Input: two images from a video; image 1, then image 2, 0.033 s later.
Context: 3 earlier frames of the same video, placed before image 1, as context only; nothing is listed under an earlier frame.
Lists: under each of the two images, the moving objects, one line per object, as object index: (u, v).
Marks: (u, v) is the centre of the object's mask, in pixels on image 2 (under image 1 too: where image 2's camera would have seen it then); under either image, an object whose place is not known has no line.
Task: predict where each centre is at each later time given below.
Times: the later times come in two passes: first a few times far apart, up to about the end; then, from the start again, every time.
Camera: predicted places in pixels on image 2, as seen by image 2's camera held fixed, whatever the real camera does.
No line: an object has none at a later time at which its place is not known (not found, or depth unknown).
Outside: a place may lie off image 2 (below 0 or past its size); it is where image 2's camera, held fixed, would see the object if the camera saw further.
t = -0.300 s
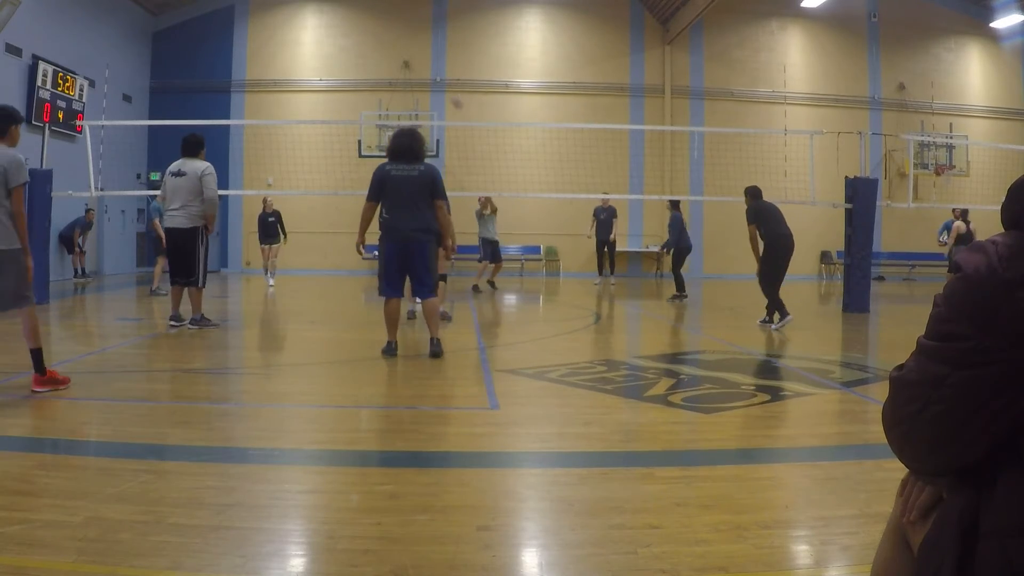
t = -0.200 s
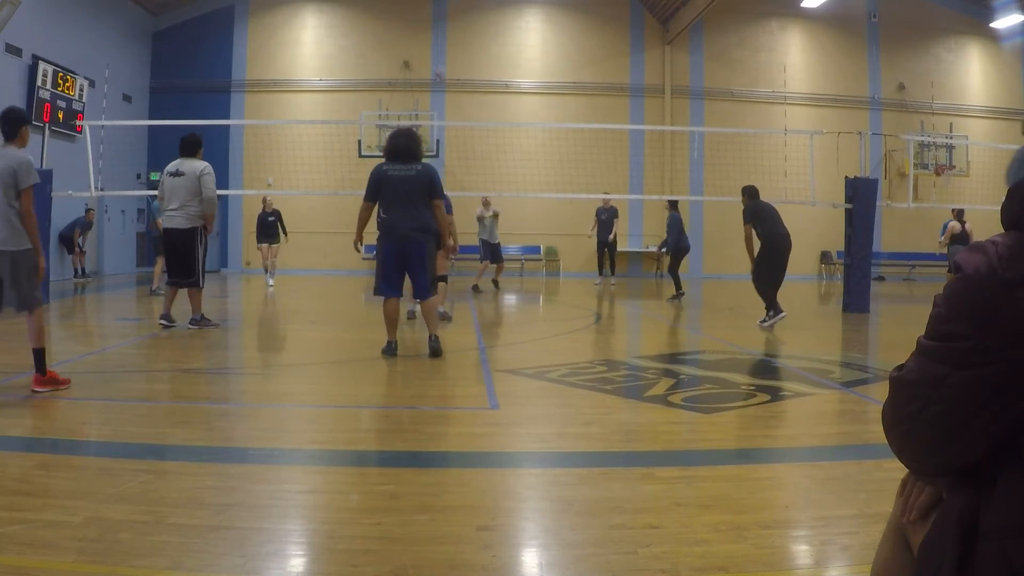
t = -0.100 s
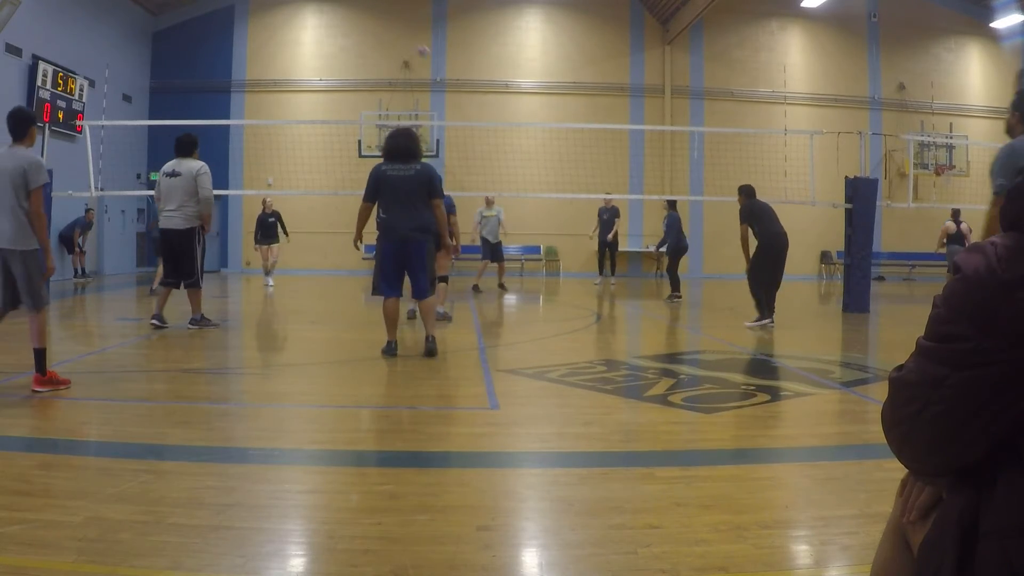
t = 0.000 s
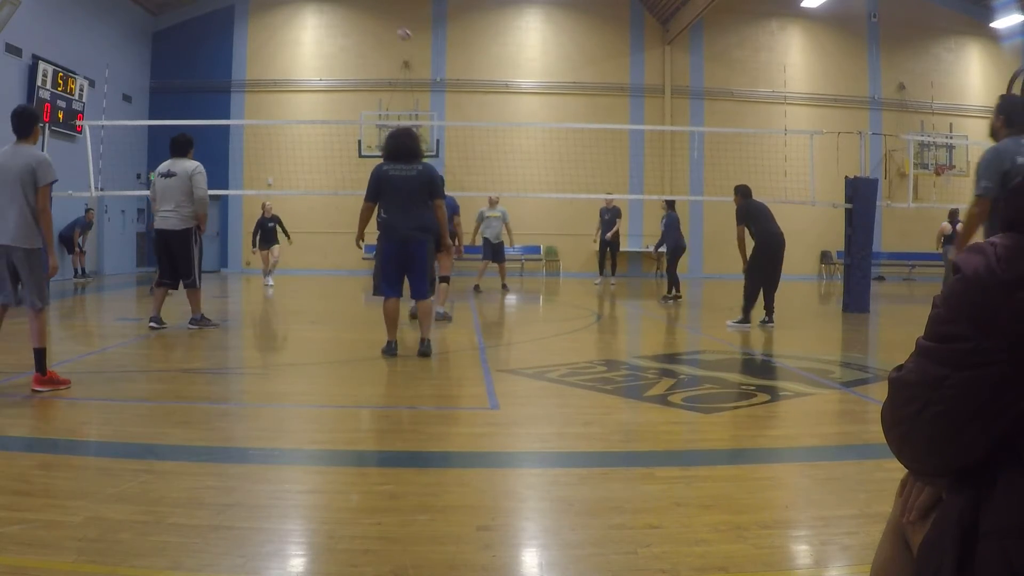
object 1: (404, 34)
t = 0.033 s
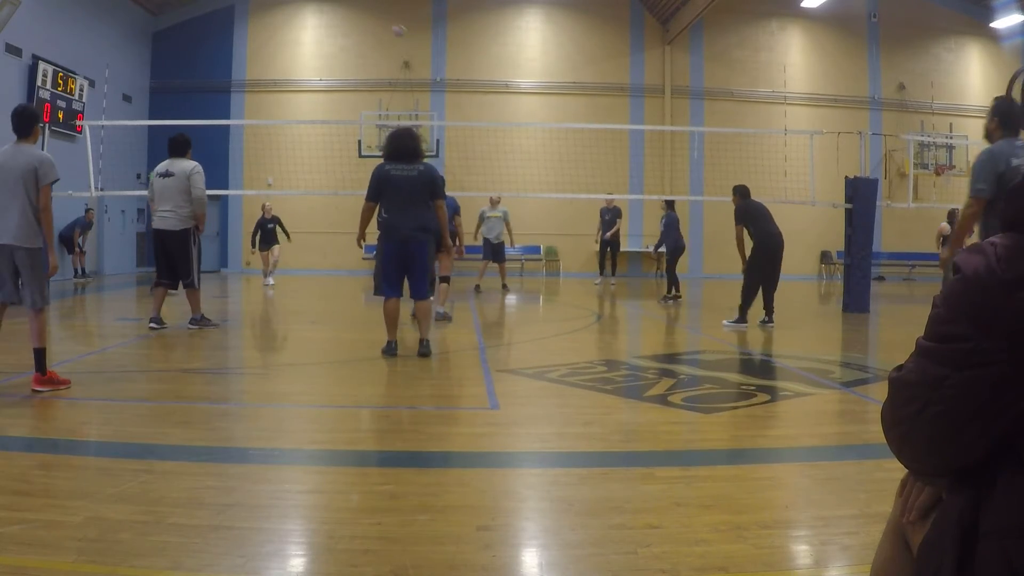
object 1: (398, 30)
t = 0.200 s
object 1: (370, 19)
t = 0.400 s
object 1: (335, 27)
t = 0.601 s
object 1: (301, 55)
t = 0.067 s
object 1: (393, 27)
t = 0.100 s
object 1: (387, 23)
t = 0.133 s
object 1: (381, 21)
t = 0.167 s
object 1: (374, 20)
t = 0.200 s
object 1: (370, 19)
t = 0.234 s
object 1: (364, 20)
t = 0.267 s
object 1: (358, 20)
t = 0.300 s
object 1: (352, 20)
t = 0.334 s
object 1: (347, 22)
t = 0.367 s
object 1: (341, 24)
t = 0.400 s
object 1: (335, 27)
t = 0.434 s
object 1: (329, 30)
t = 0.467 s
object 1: (323, 33)
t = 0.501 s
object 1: (318, 38)
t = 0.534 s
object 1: (310, 42)
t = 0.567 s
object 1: (306, 46)
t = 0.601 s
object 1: (301, 55)
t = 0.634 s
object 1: (296, 62)
